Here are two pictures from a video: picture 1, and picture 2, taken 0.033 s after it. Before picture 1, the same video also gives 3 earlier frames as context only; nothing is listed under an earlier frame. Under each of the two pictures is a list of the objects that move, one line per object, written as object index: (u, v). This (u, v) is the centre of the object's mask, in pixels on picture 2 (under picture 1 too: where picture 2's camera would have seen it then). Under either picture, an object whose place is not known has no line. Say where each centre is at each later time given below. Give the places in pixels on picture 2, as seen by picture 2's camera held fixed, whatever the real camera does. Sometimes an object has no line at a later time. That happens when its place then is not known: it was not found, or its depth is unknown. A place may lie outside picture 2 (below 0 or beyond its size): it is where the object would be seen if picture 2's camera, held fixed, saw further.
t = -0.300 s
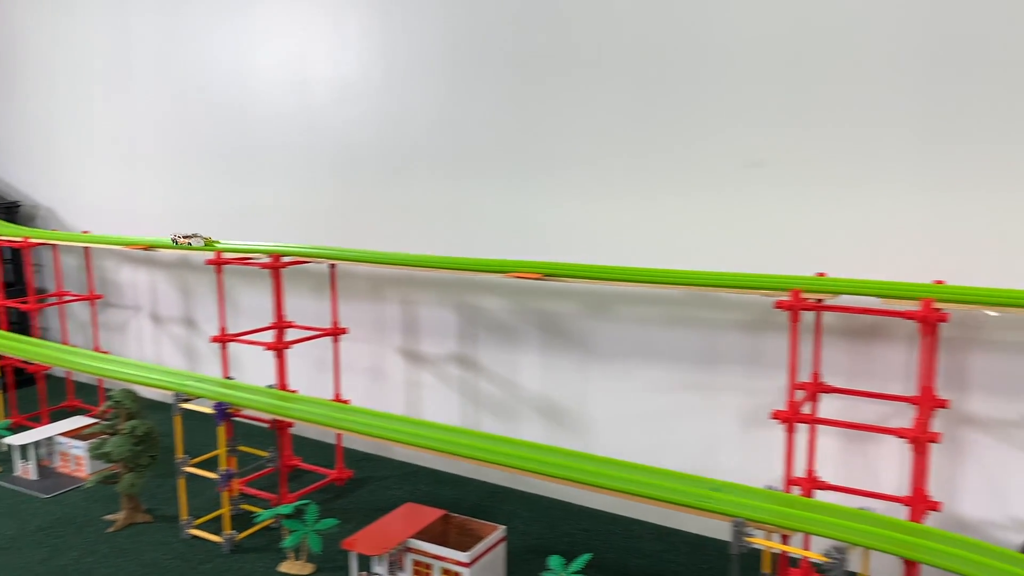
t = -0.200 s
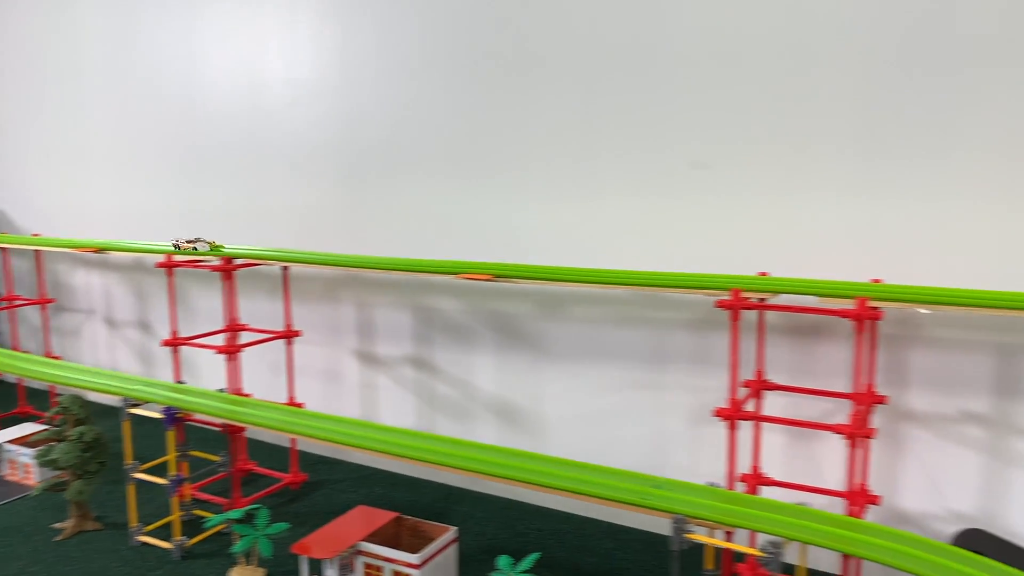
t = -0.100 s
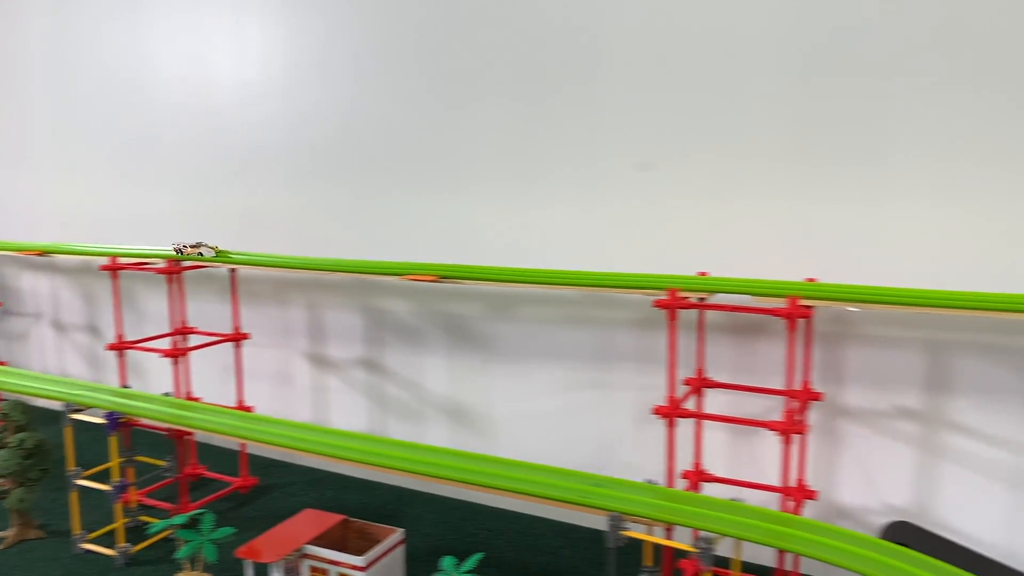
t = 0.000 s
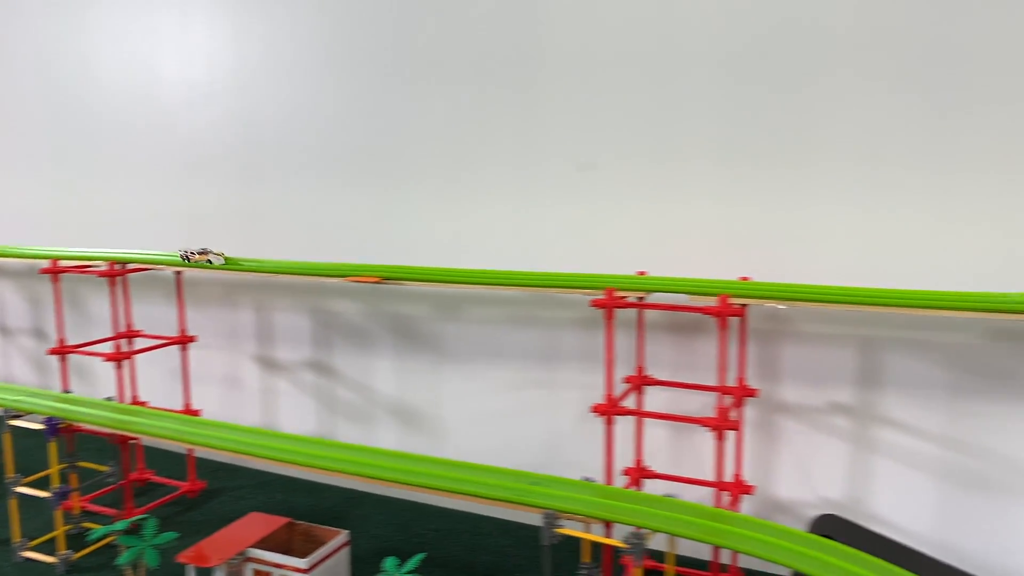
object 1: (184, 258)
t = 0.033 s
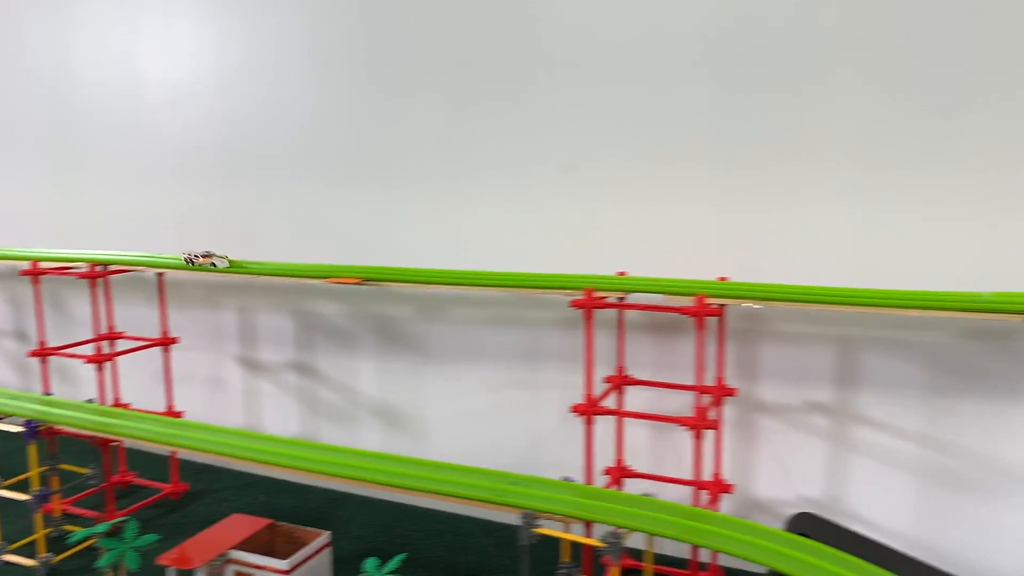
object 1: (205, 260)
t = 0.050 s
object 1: (218, 260)
